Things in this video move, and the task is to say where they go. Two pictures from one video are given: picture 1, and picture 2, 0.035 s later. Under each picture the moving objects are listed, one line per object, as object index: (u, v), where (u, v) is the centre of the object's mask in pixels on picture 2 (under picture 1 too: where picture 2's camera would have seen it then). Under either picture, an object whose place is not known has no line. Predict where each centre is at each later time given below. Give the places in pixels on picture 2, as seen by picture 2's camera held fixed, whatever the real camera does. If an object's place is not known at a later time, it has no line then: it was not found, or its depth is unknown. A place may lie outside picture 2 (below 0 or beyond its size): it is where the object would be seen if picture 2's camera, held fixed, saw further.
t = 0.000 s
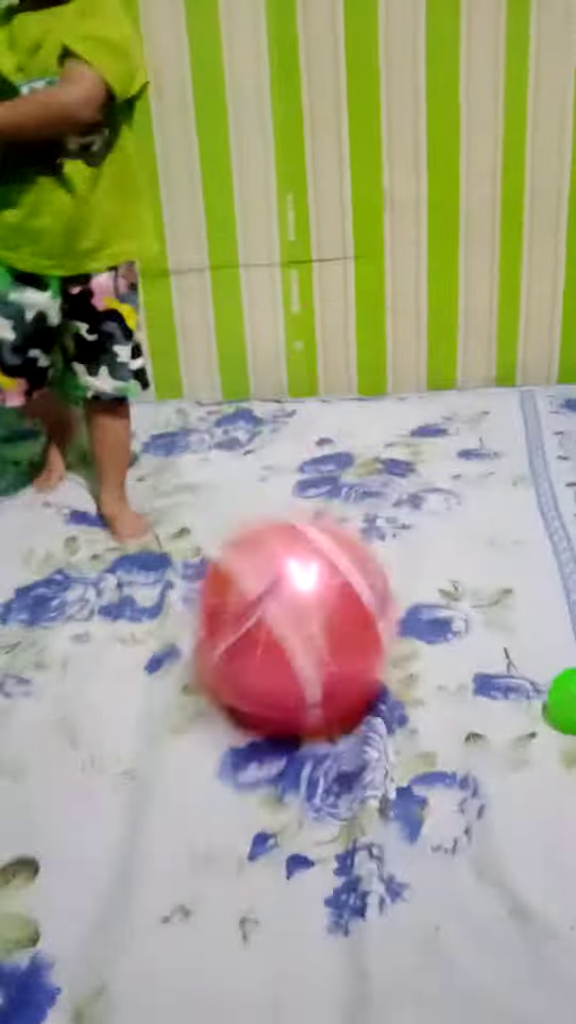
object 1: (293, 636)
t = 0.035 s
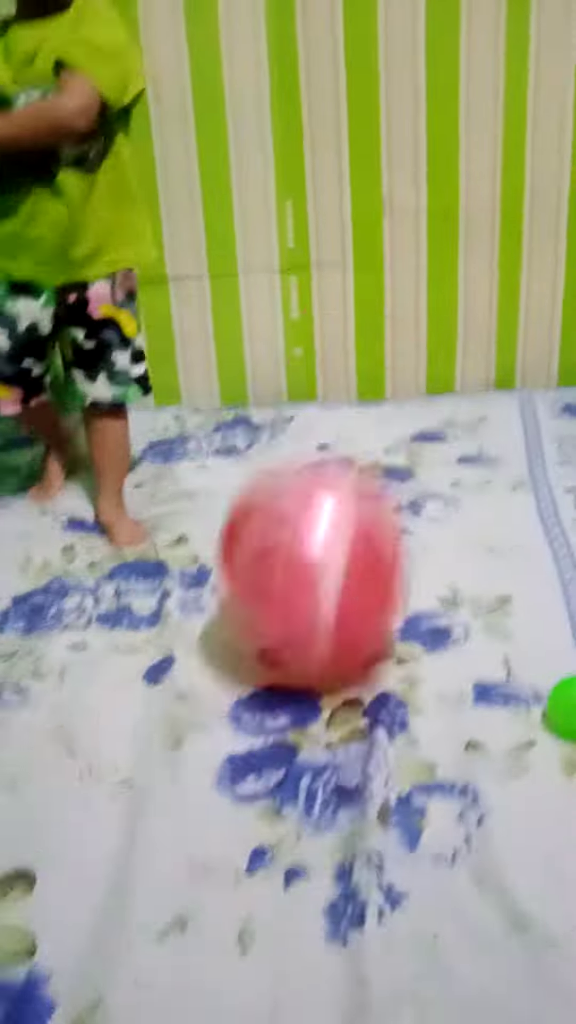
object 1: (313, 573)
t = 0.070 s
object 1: (330, 491)
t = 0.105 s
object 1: (348, 436)
